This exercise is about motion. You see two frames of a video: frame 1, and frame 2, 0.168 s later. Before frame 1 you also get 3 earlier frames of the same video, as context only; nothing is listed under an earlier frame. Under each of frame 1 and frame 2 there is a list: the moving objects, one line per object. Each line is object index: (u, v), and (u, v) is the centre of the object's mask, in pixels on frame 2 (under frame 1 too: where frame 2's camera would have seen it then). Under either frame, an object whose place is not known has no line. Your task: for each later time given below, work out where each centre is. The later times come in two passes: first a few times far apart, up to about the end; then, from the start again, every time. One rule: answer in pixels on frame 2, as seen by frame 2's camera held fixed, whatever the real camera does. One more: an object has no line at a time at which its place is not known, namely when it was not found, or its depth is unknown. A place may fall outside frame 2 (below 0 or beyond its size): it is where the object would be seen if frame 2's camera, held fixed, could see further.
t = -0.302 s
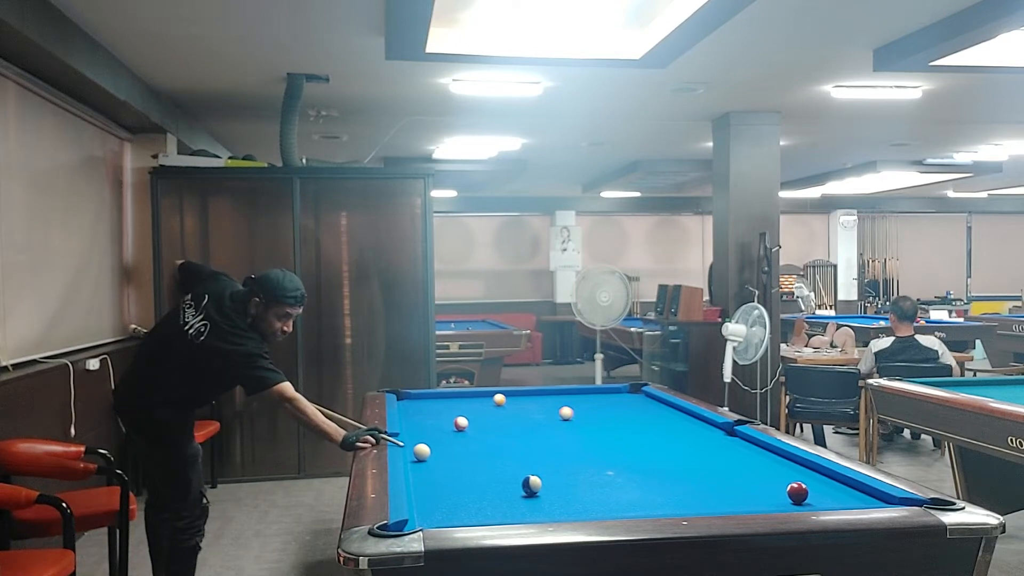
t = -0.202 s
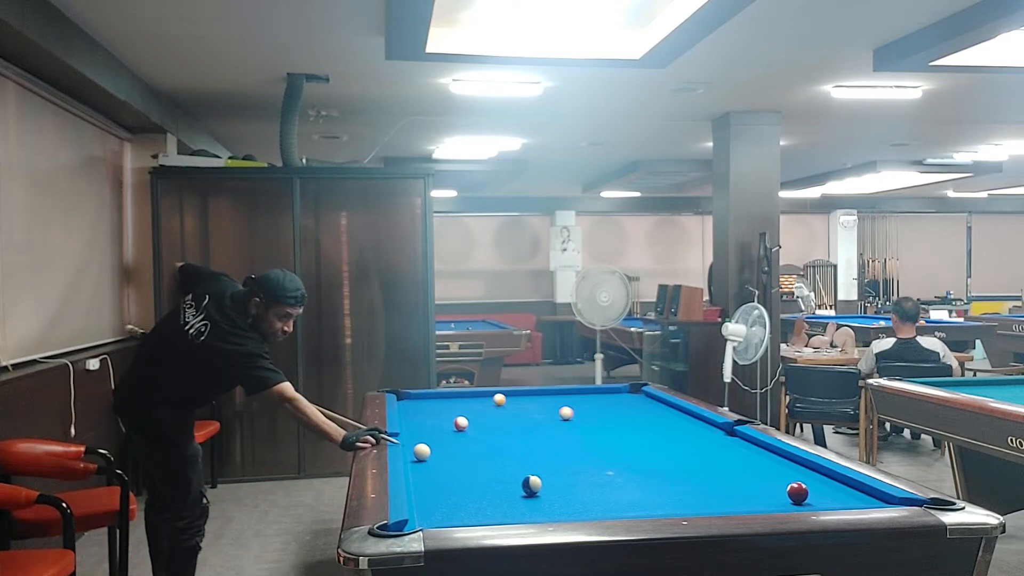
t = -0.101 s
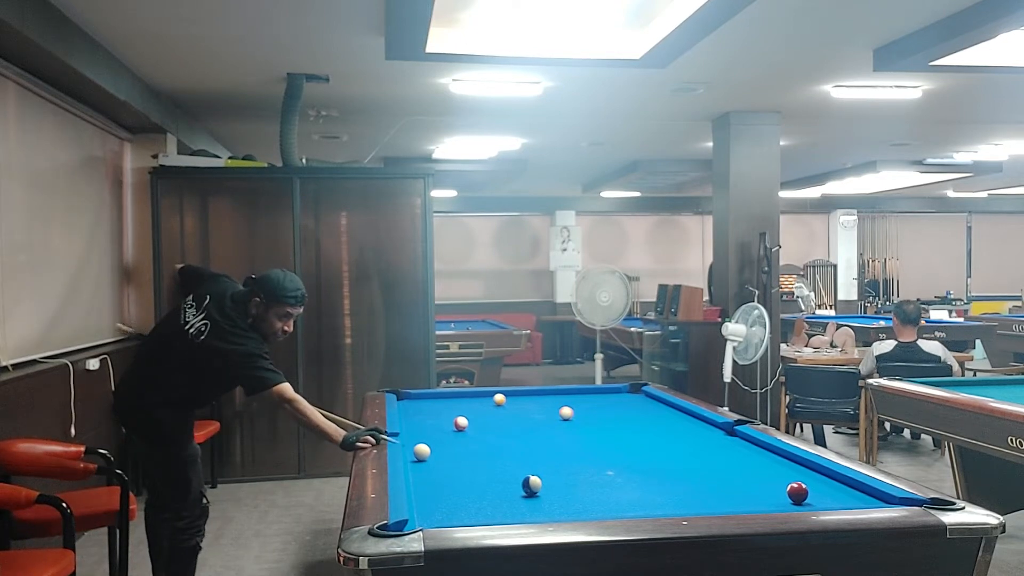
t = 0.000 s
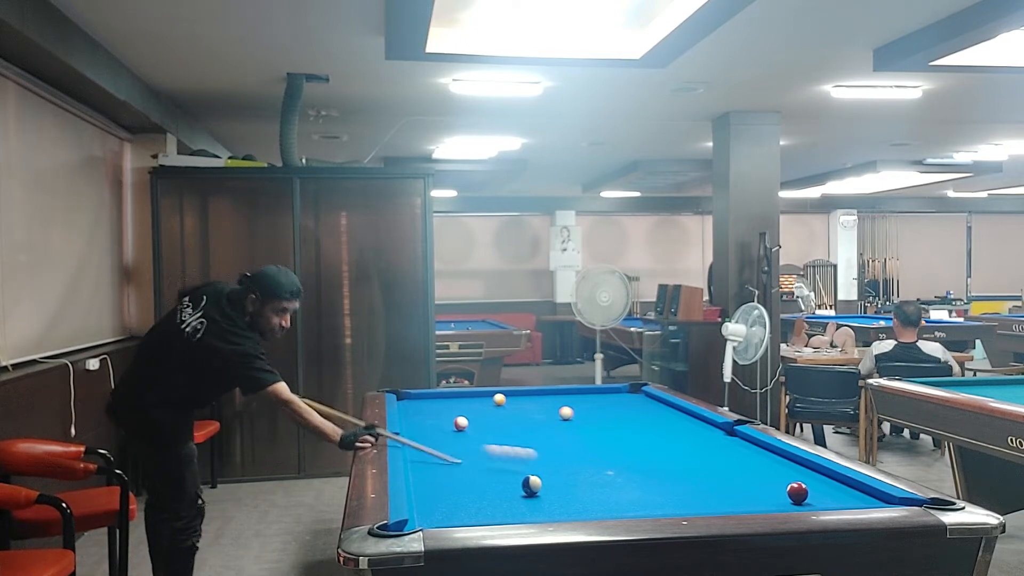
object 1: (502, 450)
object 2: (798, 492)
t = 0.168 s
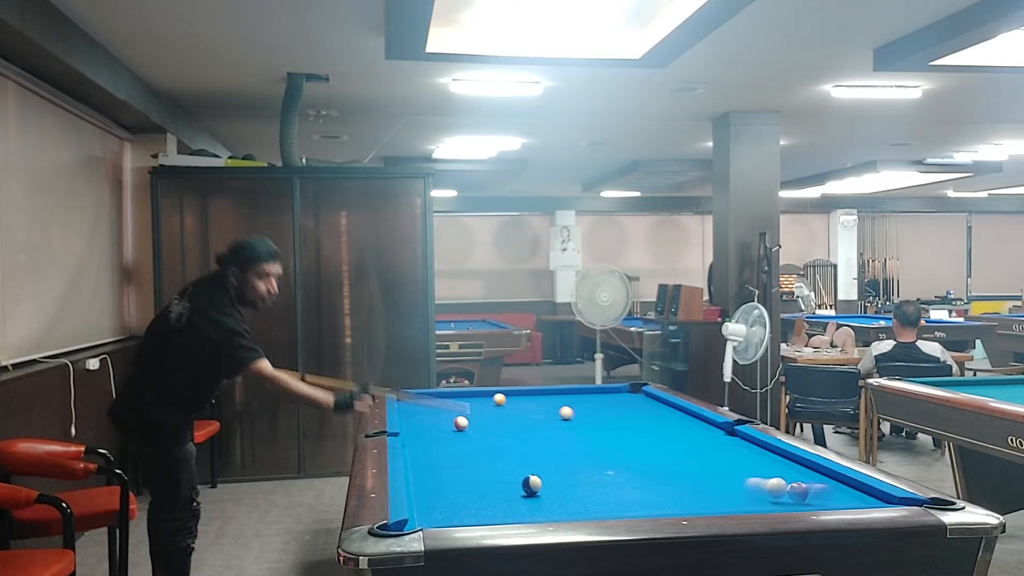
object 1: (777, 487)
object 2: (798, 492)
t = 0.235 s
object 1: (782, 488)
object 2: (875, 494)
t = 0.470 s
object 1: (807, 503)
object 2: (657, 479)
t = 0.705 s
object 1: (791, 498)
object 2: (443, 506)
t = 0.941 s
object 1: (777, 491)
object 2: (548, 513)
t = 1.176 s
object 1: (764, 484)
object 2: (633, 508)
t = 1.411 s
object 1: (752, 478)
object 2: (710, 503)
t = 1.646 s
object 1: (742, 472)
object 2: (784, 499)
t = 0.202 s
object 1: (779, 487)
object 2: (869, 491)
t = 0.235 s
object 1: (782, 488)
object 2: (875, 494)
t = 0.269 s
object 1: (785, 493)
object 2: (849, 491)
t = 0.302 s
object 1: (790, 497)
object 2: (818, 480)
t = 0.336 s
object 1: (794, 498)
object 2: (786, 471)
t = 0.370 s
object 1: (799, 500)
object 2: (753, 467)
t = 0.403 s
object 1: (804, 502)
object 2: (721, 467)
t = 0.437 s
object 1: (809, 503)
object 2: (690, 471)
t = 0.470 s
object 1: (807, 503)
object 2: (657, 479)
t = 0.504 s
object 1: (805, 501)
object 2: (625, 492)
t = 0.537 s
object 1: (802, 501)
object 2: (592, 507)
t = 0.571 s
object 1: (800, 500)
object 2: (561, 504)
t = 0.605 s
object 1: (798, 500)
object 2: (532, 495)
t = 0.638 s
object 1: (796, 499)
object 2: (502, 496)
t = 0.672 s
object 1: (793, 498)
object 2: (473, 499)
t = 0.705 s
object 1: (791, 498)
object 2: (443, 506)
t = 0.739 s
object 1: (789, 497)
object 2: (426, 516)
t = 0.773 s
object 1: (787, 496)
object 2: (449, 516)
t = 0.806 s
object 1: (785, 495)
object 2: (472, 516)
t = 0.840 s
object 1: (783, 494)
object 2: (494, 515)
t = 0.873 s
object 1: (781, 493)
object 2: (516, 515)
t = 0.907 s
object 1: (779, 492)
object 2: (535, 514)
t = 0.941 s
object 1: (777, 491)
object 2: (548, 513)
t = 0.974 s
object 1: (775, 490)
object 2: (561, 512)
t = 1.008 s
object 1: (773, 489)
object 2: (574, 511)
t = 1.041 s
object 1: (771, 488)
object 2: (586, 510)
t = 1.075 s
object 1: (769, 487)
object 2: (598, 510)
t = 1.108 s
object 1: (767, 486)
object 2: (610, 509)
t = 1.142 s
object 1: (766, 485)
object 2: (621, 508)
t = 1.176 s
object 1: (764, 484)
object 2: (633, 508)
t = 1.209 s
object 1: (762, 483)
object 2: (644, 507)
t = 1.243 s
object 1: (761, 482)
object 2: (656, 506)
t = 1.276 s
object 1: (759, 481)
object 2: (667, 506)
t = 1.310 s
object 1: (757, 480)
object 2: (677, 505)
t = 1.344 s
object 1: (756, 479)
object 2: (689, 505)
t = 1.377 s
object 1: (754, 479)
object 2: (699, 504)
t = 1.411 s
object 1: (752, 478)
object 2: (710, 503)
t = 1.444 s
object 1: (751, 477)
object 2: (721, 503)
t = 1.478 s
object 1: (749, 476)
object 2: (732, 502)
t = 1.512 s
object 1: (748, 475)
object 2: (742, 501)
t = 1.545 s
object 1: (747, 474)
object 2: (752, 500)
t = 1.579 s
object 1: (745, 474)
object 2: (763, 500)
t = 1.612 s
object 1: (744, 473)
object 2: (774, 499)
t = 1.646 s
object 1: (742, 472)
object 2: (784, 499)
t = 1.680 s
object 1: (741, 471)
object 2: (794, 498)
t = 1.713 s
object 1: (740, 470)
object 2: (804, 497)
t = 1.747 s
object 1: (738, 469)
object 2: (814, 496)
